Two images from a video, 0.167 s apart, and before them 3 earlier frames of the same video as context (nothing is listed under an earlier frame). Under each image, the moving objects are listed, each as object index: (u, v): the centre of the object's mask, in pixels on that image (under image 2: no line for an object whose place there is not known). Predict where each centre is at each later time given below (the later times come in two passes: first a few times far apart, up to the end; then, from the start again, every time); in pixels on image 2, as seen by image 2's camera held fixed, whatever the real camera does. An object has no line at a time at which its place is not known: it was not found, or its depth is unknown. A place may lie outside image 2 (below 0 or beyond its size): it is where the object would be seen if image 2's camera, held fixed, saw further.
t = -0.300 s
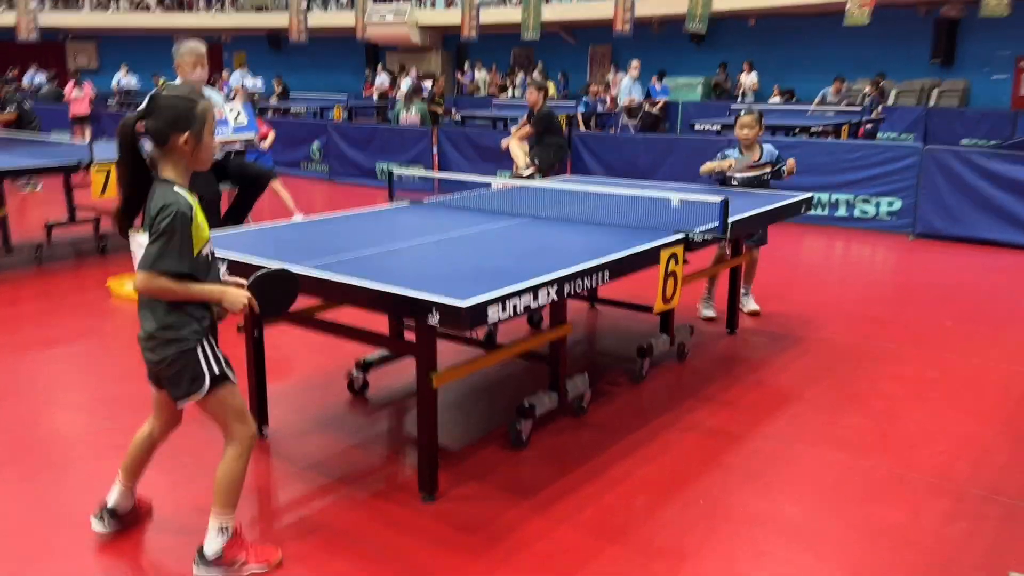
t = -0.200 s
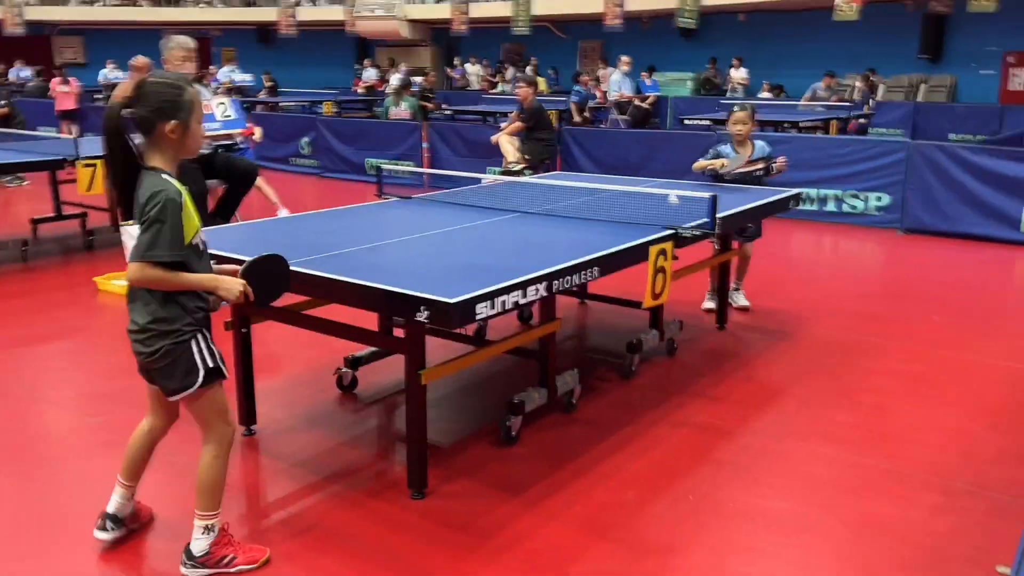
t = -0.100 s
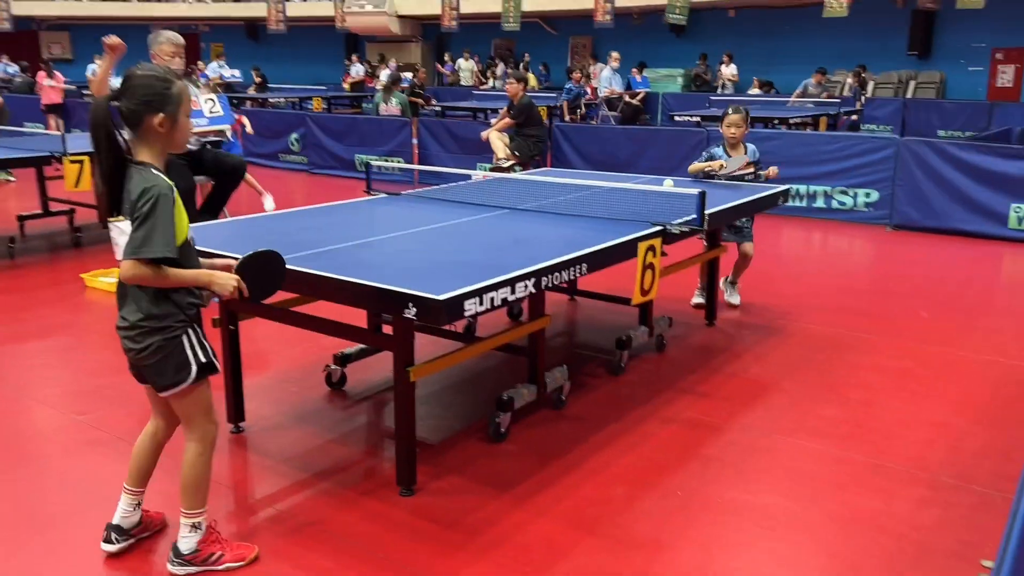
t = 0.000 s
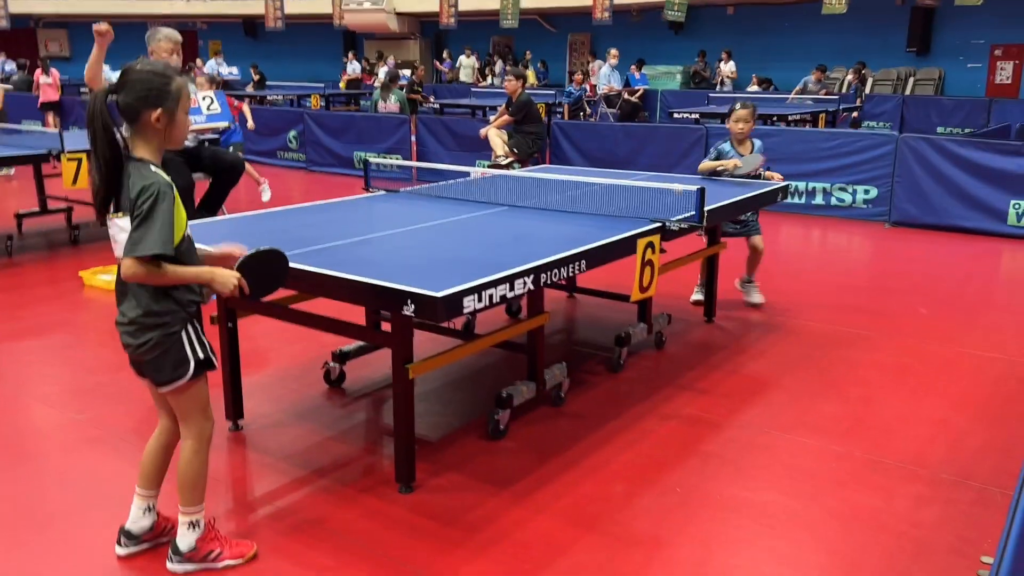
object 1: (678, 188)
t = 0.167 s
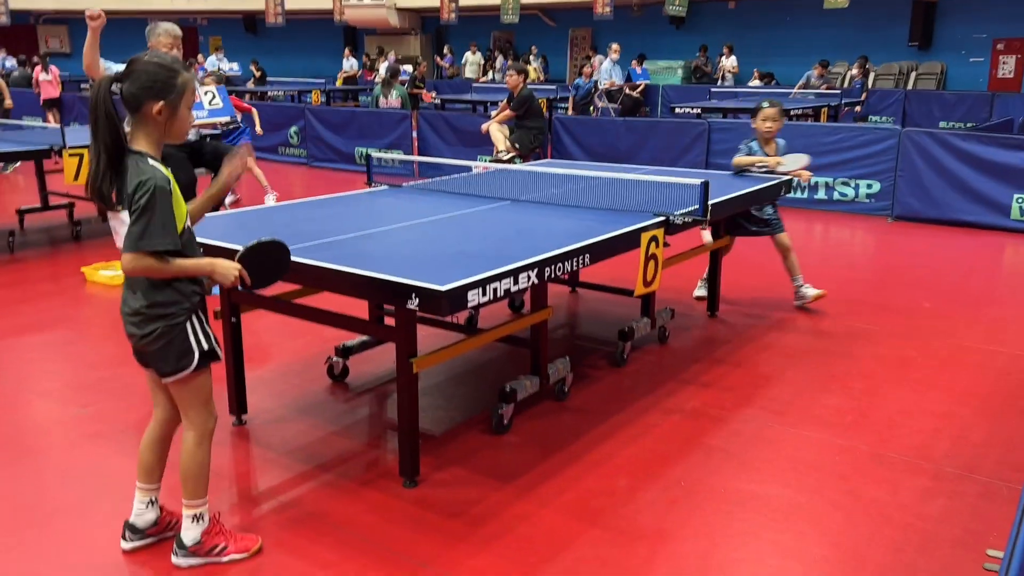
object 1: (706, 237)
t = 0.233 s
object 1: (715, 276)
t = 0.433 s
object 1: (738, 355)
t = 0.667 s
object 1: (775, 269)
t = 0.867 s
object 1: (799, 297)
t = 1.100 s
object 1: (821, 386)
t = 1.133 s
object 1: (826, 369)
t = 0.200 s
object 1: (711, 256)
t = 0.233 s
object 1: (715, 276)
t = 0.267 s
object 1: (719, 298)
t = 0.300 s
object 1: (722, 323)
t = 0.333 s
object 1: (725, 349)
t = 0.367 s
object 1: (728, 377)
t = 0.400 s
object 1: (732, 377)
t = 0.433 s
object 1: (738, 355)
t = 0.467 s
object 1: (744, 335)
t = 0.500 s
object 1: (749, 317)
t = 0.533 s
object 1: (754, 302)
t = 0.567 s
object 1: (760, 290)
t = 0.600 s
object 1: (765, 280)
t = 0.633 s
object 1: (770, 274)
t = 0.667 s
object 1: (775, 269)
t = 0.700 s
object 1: (780, 267)
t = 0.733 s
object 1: (784, 268)
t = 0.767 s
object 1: (788, 271)
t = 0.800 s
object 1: (792, 276)
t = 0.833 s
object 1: (796, 286)
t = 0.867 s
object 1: (799, 297)
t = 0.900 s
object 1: (803, 311)
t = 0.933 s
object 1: (806, 327)
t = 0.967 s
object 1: (808, 346)
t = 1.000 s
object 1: (810, 367)
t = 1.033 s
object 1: (812, 390)
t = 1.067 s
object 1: (815, 404)
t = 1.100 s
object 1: (821, 386)
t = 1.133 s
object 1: (826, 369)
